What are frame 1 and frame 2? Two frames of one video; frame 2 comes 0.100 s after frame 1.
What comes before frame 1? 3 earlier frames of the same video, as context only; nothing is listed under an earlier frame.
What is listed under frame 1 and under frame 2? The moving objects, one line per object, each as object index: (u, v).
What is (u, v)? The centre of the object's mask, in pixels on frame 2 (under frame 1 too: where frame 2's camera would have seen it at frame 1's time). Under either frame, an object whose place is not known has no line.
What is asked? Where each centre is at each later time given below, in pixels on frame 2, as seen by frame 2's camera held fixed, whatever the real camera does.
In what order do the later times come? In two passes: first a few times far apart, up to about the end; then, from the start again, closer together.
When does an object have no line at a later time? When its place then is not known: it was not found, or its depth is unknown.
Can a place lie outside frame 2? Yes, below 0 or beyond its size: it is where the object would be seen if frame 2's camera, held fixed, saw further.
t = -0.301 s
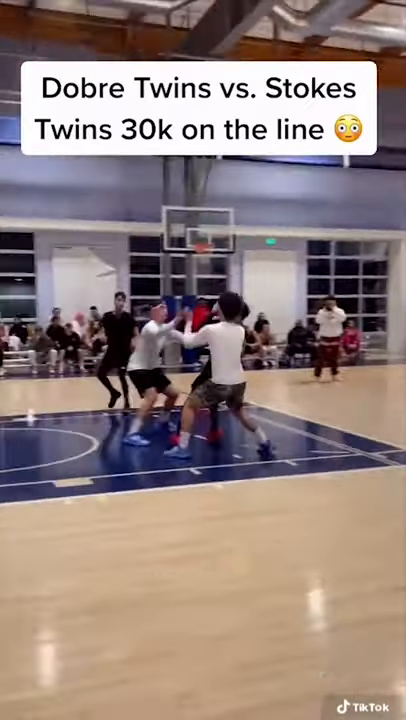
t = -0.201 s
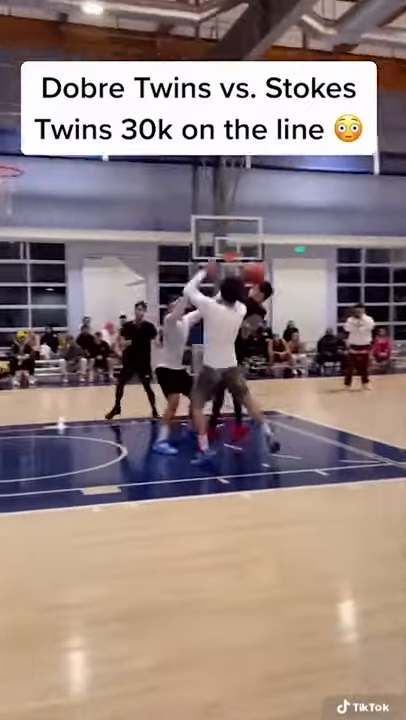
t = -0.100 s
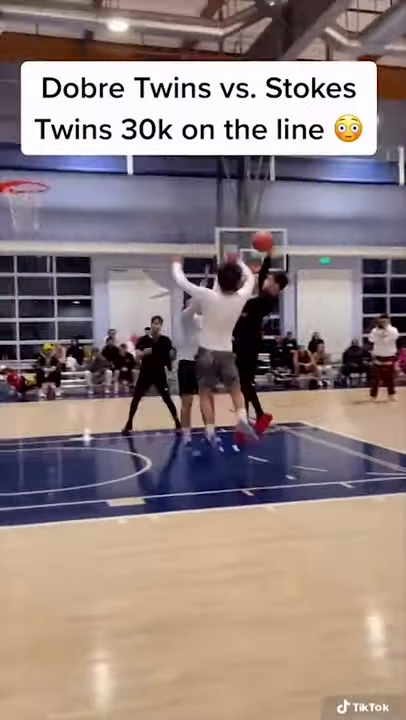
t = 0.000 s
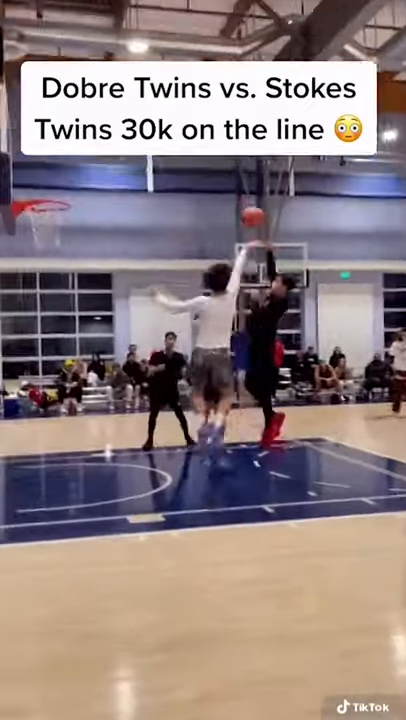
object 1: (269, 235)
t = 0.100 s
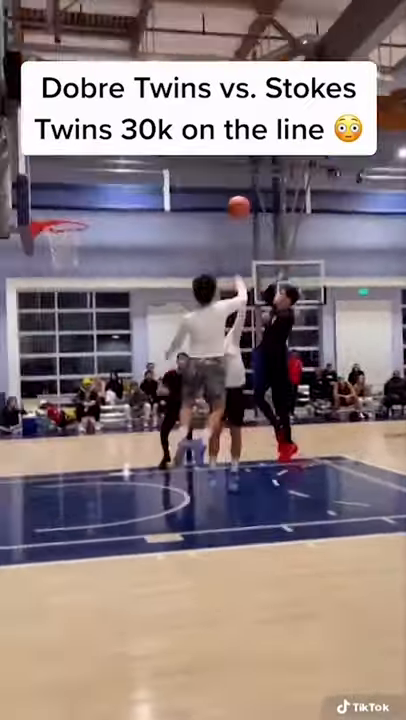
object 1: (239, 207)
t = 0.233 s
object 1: (199, 183)
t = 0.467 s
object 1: (130, 180)
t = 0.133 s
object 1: (229, 199)
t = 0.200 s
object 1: (209, 187)
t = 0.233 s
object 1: (199, 183)
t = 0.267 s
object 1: (188, 180)
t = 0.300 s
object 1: (178, 177)
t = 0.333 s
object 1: (168, 175)
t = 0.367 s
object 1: (159, 174)
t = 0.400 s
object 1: (152, 175)
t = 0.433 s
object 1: (140, 176)
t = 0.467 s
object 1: (130, 180)
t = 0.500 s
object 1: (121, 183)
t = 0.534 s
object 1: (113, 187)
